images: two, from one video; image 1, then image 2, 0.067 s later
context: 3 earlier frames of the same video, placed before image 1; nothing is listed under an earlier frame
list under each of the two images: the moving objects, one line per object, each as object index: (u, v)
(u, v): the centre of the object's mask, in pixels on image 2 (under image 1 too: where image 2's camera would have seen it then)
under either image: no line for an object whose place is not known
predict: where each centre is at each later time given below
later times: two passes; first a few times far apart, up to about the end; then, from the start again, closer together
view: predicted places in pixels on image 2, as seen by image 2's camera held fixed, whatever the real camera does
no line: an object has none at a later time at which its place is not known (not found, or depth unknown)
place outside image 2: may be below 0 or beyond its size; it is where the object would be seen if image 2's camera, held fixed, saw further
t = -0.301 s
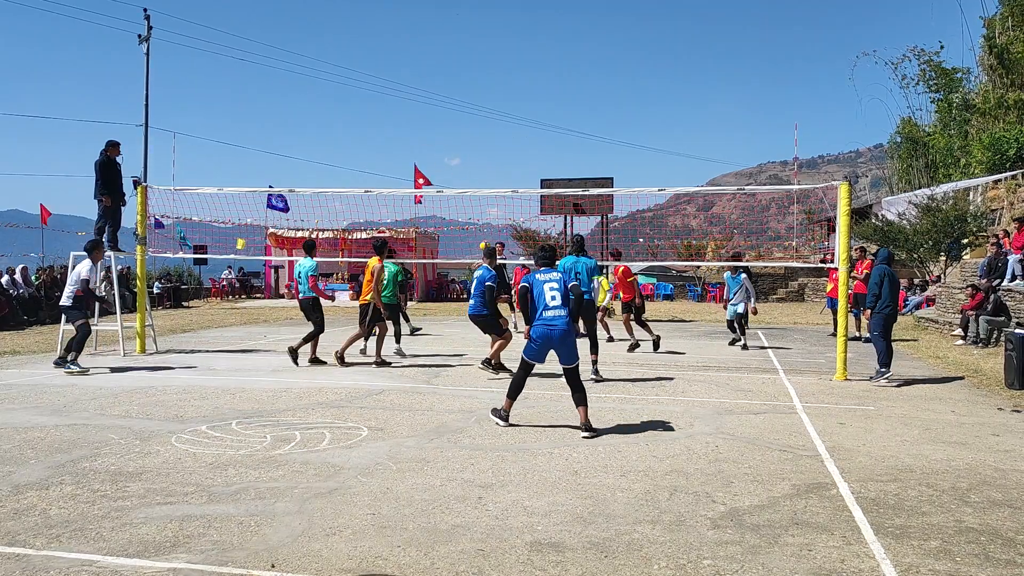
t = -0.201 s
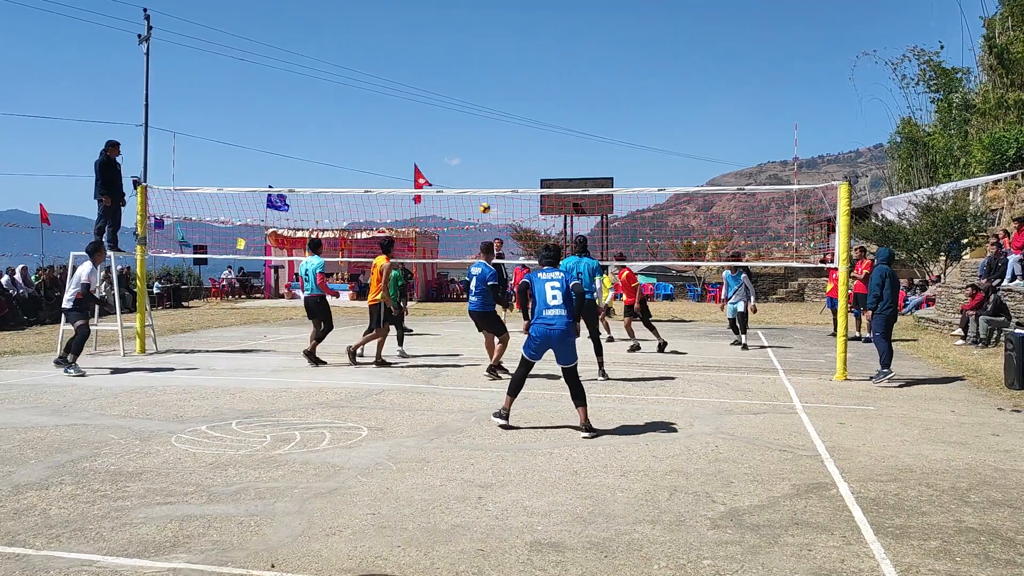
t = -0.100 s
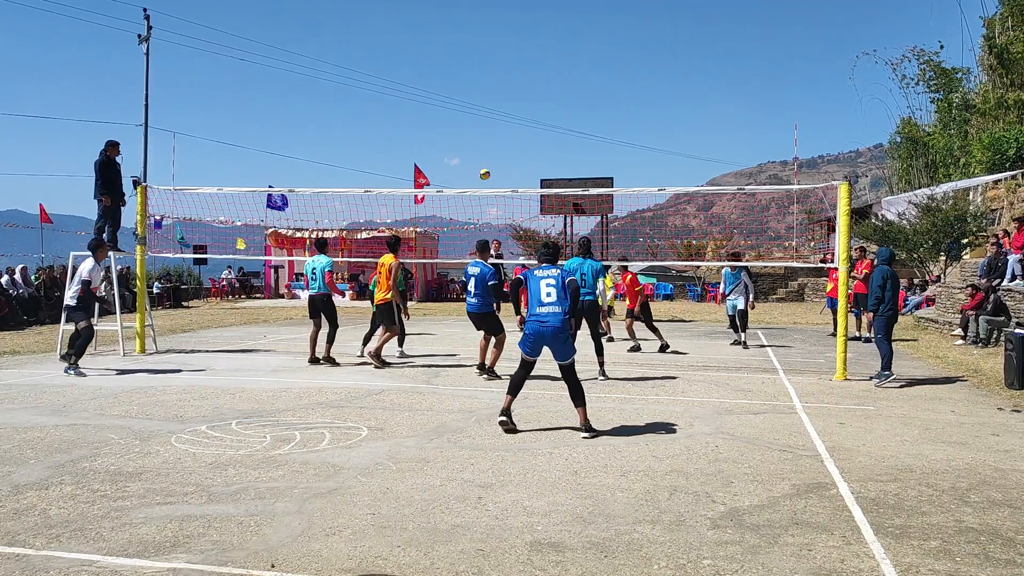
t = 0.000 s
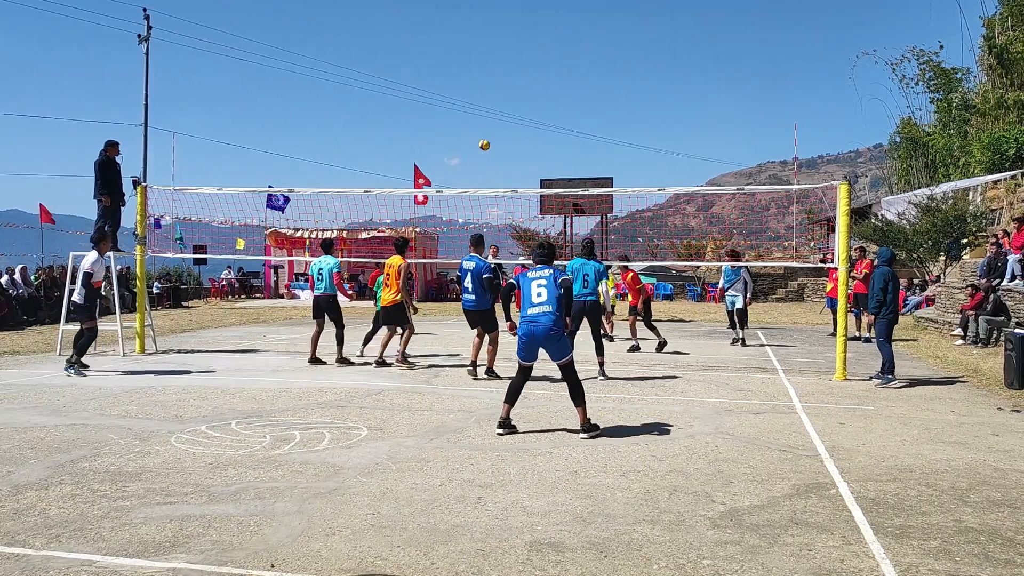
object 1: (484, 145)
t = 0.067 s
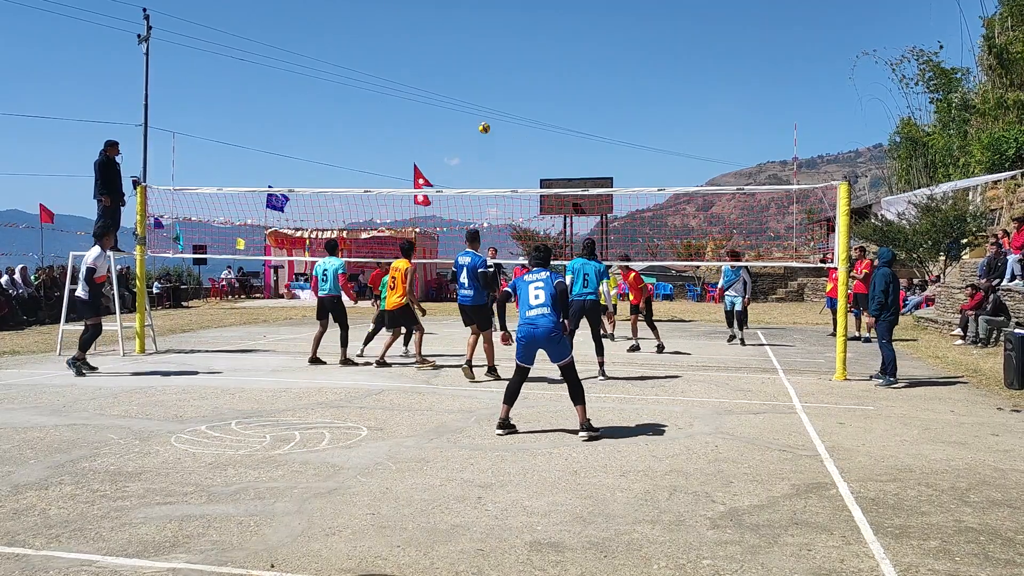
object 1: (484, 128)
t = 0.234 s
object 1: (484, 94)
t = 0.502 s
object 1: (483, 68)
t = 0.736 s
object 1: (482, 77)
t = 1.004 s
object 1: (481, 130)
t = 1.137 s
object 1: (481, 174)
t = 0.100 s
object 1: (484, 120)
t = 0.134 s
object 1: (484, 113)
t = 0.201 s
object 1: (484, 100)
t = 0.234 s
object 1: (484, 94)
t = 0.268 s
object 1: (484, 89)
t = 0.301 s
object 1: (484, 84)
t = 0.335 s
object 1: (484, 80)
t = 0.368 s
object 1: (483, 76)
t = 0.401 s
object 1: (484, 73)
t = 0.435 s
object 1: (483, 71)
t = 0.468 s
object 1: (483, 69)
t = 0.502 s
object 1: (483, 68)
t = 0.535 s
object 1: (483, 67)
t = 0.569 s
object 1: (483, 67)
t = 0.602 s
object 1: (483, 68)
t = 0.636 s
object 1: (482, 69)
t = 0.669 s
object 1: (482, 71)
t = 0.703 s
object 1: (482, 74)
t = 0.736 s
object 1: (482, 77)
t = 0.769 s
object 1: (482, 81)
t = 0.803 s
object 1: (482, 86)
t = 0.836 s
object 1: (482, 91)
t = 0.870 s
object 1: (482, 98)
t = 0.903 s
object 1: (482, 104)
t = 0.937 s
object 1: (481, 112)
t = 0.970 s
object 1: (481, 120)
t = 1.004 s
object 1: (481, 130)
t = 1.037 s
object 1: (481, 140)
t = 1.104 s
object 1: (481, 162)
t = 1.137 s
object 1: (481, 174)
